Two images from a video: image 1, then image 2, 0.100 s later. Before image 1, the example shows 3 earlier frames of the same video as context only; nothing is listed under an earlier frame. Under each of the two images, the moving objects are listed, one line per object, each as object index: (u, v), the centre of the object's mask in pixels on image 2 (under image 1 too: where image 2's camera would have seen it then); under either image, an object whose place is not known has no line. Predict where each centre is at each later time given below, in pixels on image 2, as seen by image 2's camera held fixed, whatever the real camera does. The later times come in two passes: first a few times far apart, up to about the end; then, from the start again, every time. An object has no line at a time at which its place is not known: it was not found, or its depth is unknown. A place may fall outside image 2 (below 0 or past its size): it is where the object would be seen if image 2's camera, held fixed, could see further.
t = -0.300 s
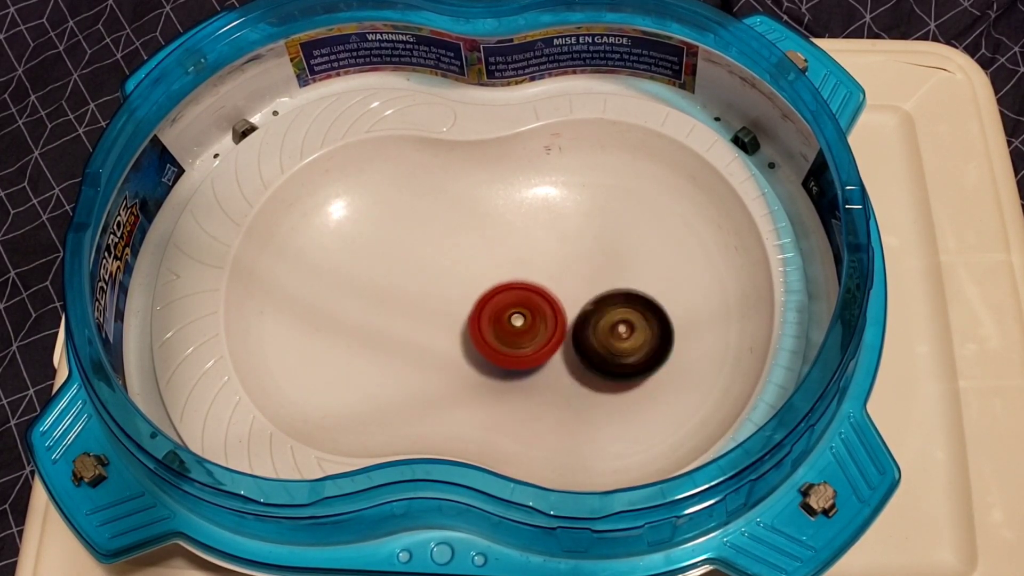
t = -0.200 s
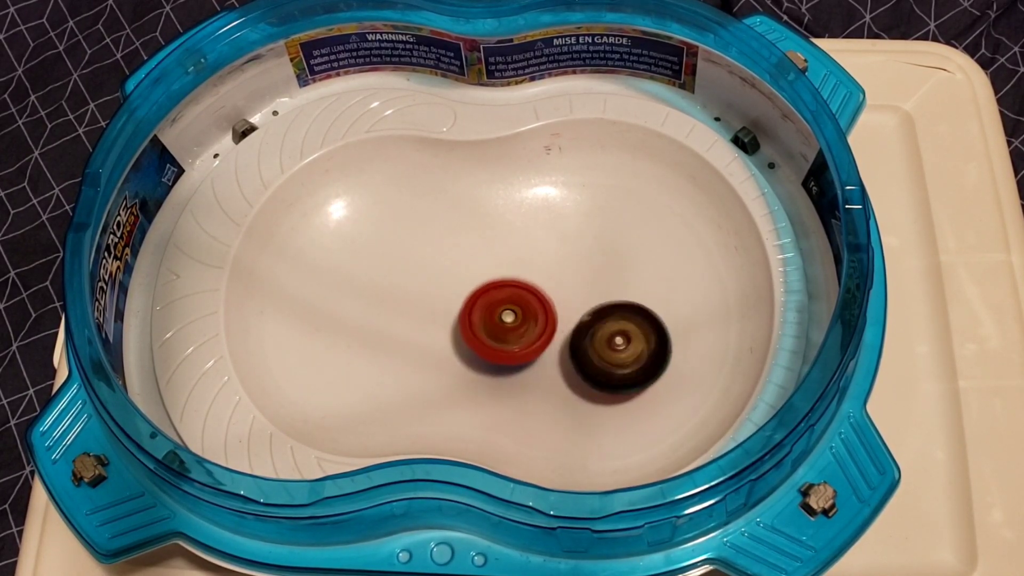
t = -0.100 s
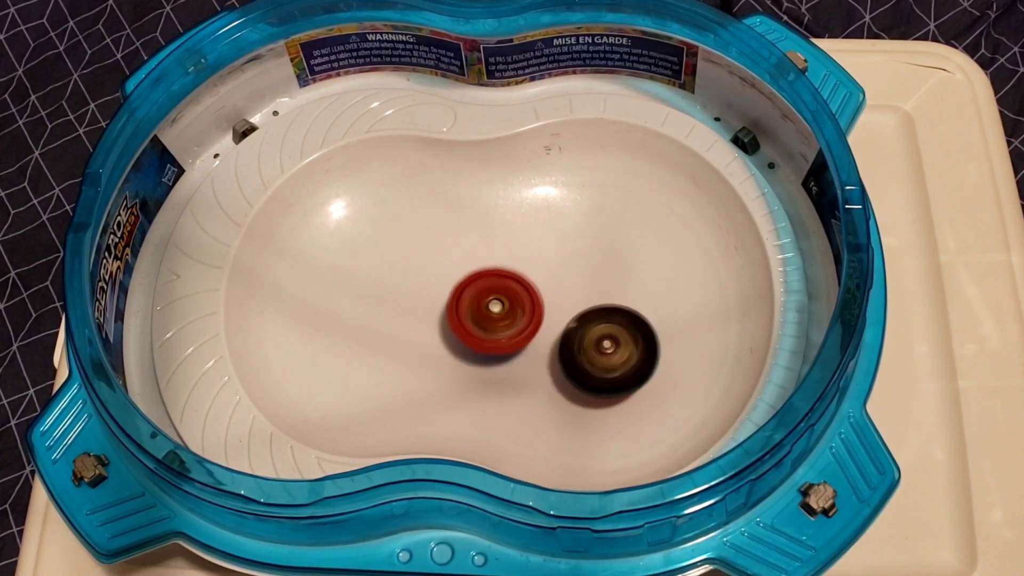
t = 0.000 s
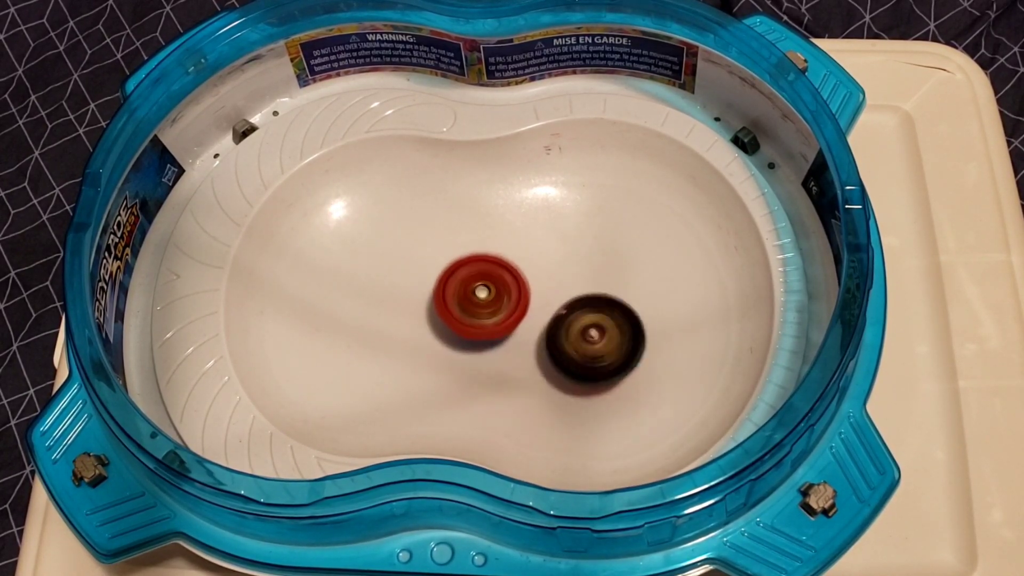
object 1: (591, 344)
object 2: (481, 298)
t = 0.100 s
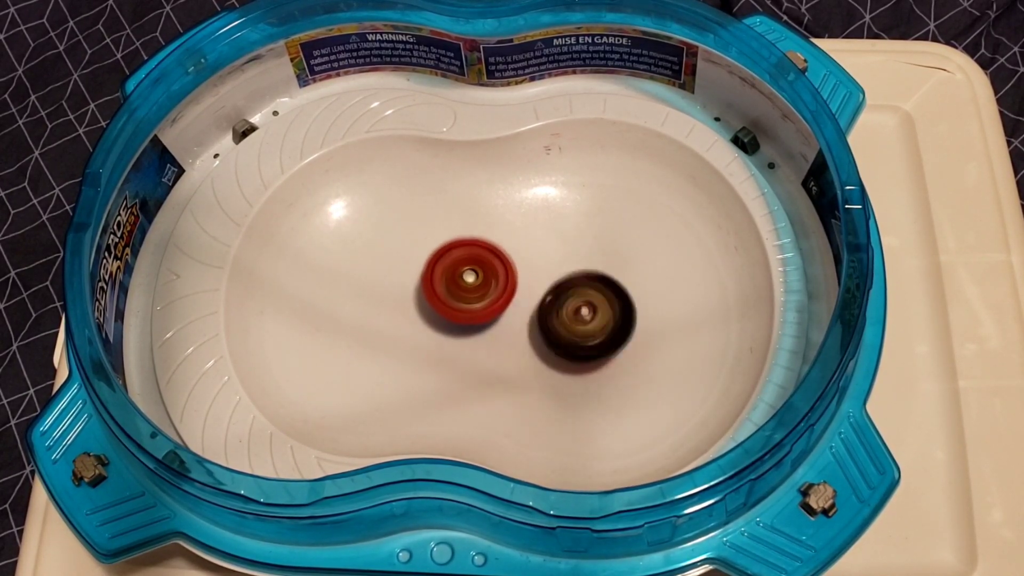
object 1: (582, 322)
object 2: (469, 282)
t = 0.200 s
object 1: (581, 296)
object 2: (456, 268)
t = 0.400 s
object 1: (599, 258)
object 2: (431, 250)
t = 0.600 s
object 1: (612, 265)
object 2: (416, 260)
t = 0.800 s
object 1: (590, 297)
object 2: (435, 296)
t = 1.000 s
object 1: (569, 307)
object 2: (478, 341)
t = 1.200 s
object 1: (605, 306)
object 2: (517, 377)
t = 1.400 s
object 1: (632, 316)
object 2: (575, 389)
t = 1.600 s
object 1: (650, 287)
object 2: (591, 378)
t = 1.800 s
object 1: (636, 260)
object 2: (583, 336)
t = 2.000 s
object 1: (604, 231)
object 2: (545, 304)
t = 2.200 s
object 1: (584, 219)
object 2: (494, 280)
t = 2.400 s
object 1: (576, 247)
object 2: (447, 261)
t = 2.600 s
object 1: (570, 309)
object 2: (409, 251)
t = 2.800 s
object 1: (561, 365)
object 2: (385, 261)
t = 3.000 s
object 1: (572, 379)
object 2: (382, 289)
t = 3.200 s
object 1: (601, 359)
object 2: (403, 323)
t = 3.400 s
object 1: (622, 320)
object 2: (456, 347)
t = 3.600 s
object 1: (619, 276)
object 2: (543, 345)
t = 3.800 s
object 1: (602, 234)
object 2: (613, 338)
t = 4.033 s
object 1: (580, 224)
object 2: (644, 297)
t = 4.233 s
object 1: (556, 241)
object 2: (640, 288)
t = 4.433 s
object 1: (527, 290)
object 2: (638, 316)
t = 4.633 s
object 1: (486, 357)
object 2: (598, 338)
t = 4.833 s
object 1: (421, 380)
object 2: (555, 346)
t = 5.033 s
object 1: (390, 345)
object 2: (537, 313)
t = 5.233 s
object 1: (411, 271)
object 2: (523, 258)
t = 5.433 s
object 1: (423, 216)
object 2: (547, 247)
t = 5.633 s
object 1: (439, 233)
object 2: (622, 288)
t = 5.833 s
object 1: (438, 293)
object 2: (673, 309)
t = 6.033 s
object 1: (436, 352)
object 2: (645, 320)
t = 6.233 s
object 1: (428, 365)
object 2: (560, 334)
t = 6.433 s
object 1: (425, 322)
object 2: (528, 317)
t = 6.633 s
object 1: (424, 268)
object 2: (543, 274)
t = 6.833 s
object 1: (444, 238)
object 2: (568, 260)
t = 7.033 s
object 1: (481, 252)
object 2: (612, 278)
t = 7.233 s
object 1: (517, 291)
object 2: (635, 299)
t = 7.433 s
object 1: (531, 324)
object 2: (651, 323)
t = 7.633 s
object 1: (531, 337)
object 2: (639, 326)
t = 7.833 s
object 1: (511, 326)
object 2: (620, 313)
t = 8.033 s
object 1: (489, 307)
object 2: (614, 292)
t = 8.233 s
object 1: (463, 296)
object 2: (617, 272)
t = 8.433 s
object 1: (455, 293)
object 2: (597, 268)
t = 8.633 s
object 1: (466, 295)
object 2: (573, 285)
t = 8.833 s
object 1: (449, 305)
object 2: (600, 309)
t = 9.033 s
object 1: (438, 318)
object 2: (623, 321)
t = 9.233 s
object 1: (448, 319)
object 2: (615, 317)
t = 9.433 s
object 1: (476, 301)
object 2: (587, 305)
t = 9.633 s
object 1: (482, 272)
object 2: (598, 297)
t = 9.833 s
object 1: (502, 259)
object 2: (610, 286)
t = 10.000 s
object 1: (516, 269)
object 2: (617, 292)
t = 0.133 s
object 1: (581, 313)
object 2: (465, 277)
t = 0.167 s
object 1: (580, 305)
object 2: (461, 272)
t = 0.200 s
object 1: (581, 296)
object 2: (456, 268)
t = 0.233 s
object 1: (582, 287)
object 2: (453, 263)
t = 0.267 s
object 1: (584, 279)
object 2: (448, 260)
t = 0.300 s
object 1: (587, 272)
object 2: (444, 256)
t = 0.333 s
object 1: (591, 266)
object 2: (439, 254)
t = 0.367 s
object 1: (595, 261)
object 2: (435, 251)
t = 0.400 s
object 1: (599, 258)
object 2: (431, 250)
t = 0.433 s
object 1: (602, 256)
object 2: (427, 250)
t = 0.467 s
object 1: (605, 255)
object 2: (423, 250)
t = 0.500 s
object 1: (608, 256)
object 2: (421, 251)
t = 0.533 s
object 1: (610, 258)
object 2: (418, 253)
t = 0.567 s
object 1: (612, 261)
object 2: (417, 256)
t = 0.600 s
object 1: (612, 265)
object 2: (416, 260)
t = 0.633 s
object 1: (612, 270)
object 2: (416, 266)
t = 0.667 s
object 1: (610, 275)
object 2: (418, 271)
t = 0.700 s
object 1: (606, 280)
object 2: (421, 277)
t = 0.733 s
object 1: (601, 286)
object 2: (424, 283)
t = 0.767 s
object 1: (596, 292)
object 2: (429, 290)
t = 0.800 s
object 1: (590, 297)
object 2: (435, 296)
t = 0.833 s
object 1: (584, 301)
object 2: (441, 304)
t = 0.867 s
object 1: (578, 304)
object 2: (449, 311)
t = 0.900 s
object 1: (571, 306)
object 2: (458, 318)
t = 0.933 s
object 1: (566, 308)
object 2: (469, 325)
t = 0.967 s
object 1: (568, 308)
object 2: (473, 334)
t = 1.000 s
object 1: (569, 307)
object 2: (478, 341)
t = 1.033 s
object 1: (572, 307)
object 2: (485, 347)
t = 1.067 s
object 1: (577, 305)
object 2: (490, 353)
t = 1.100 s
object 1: (584, 304)
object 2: (496, 360)
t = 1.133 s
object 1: (592, 303)
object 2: (502, 366)
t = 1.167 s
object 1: (598, 305)
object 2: (510, 372)
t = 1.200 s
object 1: (605, 306)
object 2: (517, 377)
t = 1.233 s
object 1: (611, 307)
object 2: (524, 382)
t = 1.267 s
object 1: (616, 308)
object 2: (532, 387)
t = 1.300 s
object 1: (622, 311)
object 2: (542, 390)
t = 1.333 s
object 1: (626, 313)
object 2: (551, 393)
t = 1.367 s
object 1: (629, 316)
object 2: (563, 393)
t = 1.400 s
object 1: (632, 316)
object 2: (575, 389)
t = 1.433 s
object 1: (635, 312)
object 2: (579, 388)
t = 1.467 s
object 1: (638, 308)
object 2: (586, 386)
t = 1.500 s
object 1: (642, 304)
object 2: (591, 383)
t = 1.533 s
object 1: (646, 298)
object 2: (589, 384)
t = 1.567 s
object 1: (648, 293)
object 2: (591, 382)
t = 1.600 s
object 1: (650, 287)
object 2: (591, 378)
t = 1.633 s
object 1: (651, 282)
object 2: (591, 373)
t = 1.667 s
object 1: (650, 278)
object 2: (590, 367)
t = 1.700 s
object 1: (649, 274)
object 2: (589, 360)
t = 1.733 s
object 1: (645, 271)
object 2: (586, 353)
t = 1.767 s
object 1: (641, 266)
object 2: (587, 344)
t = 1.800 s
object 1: (636, 260)
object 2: (583, 336)
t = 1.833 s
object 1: (631, 253)
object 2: (579, 328)
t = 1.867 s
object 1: (626, 248)
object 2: (574, 323)
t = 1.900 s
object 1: (622, 243)
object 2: (565, 318)
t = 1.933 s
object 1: (616, 238)
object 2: (558, 314)
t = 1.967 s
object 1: (610, 234)
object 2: (551, 309)
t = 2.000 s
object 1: (604, 231)
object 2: (545, 304)
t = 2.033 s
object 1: (599, 228)
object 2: (539, 298)
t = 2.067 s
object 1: (594, 226)
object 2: (533, 292)
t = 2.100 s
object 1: (590, 223)
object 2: (523, 287)
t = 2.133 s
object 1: (587, 220)
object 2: (512, 285)
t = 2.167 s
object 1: (586, 219)
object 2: (502, 283)
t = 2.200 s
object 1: (584, 219)
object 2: (494, 280)
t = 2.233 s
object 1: (583, 220)
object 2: (485, 276)
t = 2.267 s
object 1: (581, 221)
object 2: (477, 272)
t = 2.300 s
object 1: (580, 225)
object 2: (469, 269)
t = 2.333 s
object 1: (579, 232)
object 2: (461, 266)
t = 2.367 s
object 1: (578, 239)
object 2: (454, 263)
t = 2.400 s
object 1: (576, 247)
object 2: (447, 261)
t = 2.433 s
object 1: (575, 255)
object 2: (440, 258)
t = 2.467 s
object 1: (575, 265)
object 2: (433, 255)
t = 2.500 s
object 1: (574, 275)
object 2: (426, 253)
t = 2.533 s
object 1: (572, 287)
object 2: (419, 253)
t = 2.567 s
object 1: (571, 298)
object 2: (414, 252)
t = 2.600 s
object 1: (570, 309)
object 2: (409, 251)
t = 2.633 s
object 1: (568, 321)
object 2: (404, 251)
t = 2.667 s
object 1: (568, 332)
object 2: (398, 251)
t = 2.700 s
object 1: (566, 343)
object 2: (394, 253)
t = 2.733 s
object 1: (564, 351)
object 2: (390, 256)
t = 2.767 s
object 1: (562, 358)
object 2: (387, 259)
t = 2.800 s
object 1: (561, 365)
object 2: (385, 261)
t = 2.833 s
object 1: (561, 370)
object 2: (382, 265)
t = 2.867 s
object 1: (561, 373)
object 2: (381, 270)
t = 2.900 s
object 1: (562, 376)
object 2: (381, 275)
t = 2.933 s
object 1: (566, 378)
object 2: (381, 279)
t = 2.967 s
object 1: (569, 379)
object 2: (381, 284)
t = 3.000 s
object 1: (572, 379)
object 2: (382, 289)
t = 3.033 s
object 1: (575, 378)
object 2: (384, 295)
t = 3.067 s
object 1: (581, 375)
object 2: (387, 301)
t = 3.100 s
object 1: (586, 372)
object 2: (390, 306)
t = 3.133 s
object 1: (591, 369)
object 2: (393, 311)
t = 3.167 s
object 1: (596, 364)
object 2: (397, 317)
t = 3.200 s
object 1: (601, 359)
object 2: (403, 323)
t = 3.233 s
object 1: (606, 353)
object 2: (409, 328)
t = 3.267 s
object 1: (610, 347)
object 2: (416, 332)
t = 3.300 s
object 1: (613, 341)
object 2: (423, 337)
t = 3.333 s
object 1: (617, 334)
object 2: (433, 341)
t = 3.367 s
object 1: (620, 327)
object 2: (444, 345)
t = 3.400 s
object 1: (622, 320)
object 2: (456, 347)
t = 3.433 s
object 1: (622, 313)
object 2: (469, 348)
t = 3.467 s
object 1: (623, 305)
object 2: (482, 348)
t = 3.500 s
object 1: (623, 298)
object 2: (498, 349)
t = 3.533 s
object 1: (623, 291)
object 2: (514, 348)
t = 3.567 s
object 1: (620, 284)
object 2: (530, 345)
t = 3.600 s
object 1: (619, 276)
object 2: (543, 345)
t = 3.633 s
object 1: (617, 268)
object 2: (559, 343)
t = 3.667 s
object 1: (614, 261)
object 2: (574, 341)
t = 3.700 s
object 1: (610, 252)
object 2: (584, 340)
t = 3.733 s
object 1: (607, 245)
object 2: (594, 340)
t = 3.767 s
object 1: (604, 240)
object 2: (603, 340)
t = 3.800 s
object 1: (602, 234)
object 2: (613, 338)
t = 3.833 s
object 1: (598, 229)
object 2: (621, 334)
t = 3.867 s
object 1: (595, 225)
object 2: (628, 329)
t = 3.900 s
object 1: (592, 222)
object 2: (634, 323)
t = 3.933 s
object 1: (589, 222)
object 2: (640, 318)
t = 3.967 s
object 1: (586, 222)
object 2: (643, 310)
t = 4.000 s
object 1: (583, 222)
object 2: (644, 303)
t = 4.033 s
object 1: (580, 224)
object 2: (644, 297)
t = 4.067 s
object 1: (576, 228)
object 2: (644, 290)
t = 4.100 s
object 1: (571, 229)
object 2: (644, 289)
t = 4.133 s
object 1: (567, 231)
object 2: (644, 286)
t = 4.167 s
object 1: (564, 233)
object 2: (644, 286)
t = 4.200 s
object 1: (559, 236)
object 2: (643, 287)
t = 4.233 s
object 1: (556, 241)
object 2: (640, 288)
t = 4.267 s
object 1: (553, 246)
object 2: (640, 291)
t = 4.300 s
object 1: (547, 250)
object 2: (642, 299)
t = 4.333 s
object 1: (541, 259)
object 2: (642, 302)
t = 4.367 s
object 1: (537, 268)
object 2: (642, 307)
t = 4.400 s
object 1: (533, 278)
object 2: (640, 312)
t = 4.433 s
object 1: (527, 290)
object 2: (638, 316)
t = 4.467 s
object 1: (520, 301)
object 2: (633, 320)
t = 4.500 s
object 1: (514, 313)
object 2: (628, 325)
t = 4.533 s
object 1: (509, 326)
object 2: (622, 328)
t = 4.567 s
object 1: (501, 338)
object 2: (614, 332)
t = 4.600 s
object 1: (494, 348)
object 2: (605, 336)
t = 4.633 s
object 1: (486, 357)
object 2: (598, 338)
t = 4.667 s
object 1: (477, 366)
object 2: (589, 340)
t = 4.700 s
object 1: (465, 372)
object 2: (579, 343)
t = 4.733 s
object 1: (455, 375)
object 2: (573, 344)
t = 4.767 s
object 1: (444, 379)
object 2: (566, 345)
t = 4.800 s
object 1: (432, 380)
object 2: (559, 346)
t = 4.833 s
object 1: (421, 380)
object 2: (555, 346)
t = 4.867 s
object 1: (412, 379)
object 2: (551, 343)
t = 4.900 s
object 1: (403, 376)
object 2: (546, 339)
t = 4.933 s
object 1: (397, 370)
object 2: (545, 335)
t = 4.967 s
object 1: (394, 363)
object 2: (543, 328)
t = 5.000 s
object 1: (391, 355)
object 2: (539, 321)
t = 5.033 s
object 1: (390, 345)
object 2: (537, 313)
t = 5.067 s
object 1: (392, 333)
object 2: (534, 302)
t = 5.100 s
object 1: (394, 322)
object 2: (531, 293)
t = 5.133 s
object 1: (397, 309)
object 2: (530, 284)
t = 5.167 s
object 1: (402, 296)
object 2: (528, 274)
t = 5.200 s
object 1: (406, 284)
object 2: (525, 265)
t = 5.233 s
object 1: (411, 271)
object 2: (523, 258)
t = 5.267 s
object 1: (418, 258)
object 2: (521, 250)
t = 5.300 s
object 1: (421, 247)
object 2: (520, 246)
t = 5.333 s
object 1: (418, 237)
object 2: (527, 245)
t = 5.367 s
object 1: (419, 228)
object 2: (533, 243)
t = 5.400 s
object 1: (420, 222)
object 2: (539, 245)
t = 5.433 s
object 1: (423, 216)
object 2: (547, 247)
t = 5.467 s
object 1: (426, 214)
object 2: (556, 251)
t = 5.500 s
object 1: (429, 214)
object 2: (567, 260)
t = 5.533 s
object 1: (432, 216)
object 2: (581, 268)
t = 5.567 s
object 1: (435, 220)
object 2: (594, 275)
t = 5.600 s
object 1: (437, 226)
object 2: (608, 282)
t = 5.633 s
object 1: (439, 233)
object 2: (622, 288)
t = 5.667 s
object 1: (440, 241)
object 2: (633, 294)
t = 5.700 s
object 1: (440, 251)
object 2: (646, 299)
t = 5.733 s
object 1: (440, 260)
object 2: (657, 302)
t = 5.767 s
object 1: (440, 271)
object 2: (664, 306)
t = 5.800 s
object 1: (438, 282)
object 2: (670, 309)
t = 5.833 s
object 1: (438, 293)
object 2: (673, 309)
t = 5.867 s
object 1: (438, 305)
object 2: (673, 312)
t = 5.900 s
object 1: (437, 316)
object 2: (673, 313)
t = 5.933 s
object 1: (437, 326)
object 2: (669, 315)
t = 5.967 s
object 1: (438, 337)
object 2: (664, 317)
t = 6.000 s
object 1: (436, 345)
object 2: (656, 318)
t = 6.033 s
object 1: (436, 352)
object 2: (645, 320)
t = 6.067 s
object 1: (435, 359)
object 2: (632, 323)
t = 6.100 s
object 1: (433, 364)
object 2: (619, 324)
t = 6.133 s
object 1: (431, 367)
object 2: (603, 327)
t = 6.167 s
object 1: (430, 368)
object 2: (589, 330)
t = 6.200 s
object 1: (428, 368)
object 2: (574, 331)
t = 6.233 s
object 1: (428, 365)
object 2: (560, 334)
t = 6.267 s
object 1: (428, 362)
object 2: (548, 335)
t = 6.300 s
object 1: (431, 355)
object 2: (535, 334)
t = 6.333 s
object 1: (428, 348)
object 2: (532, 332)
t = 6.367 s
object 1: (426, 341)
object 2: (529, 328)
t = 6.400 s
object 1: (424, 332)
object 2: (528, 323)
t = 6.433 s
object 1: (425, 322)
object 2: (528, 317)
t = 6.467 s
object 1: (423, 313)
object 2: (529, 310)
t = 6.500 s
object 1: (423, 303)
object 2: (530, 302)
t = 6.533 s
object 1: (422, 294)
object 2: (533, 294)
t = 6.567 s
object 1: (422, 284)
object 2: (535, 287)
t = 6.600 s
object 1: (423, 275)
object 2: (540, 281)
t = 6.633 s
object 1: (424, 268)
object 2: (543, 274)
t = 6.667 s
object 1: (425, 260)
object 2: (547, 270)
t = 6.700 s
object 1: (428, 253)
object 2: (551, 265)
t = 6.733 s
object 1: (431, 248)
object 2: (554, 261)
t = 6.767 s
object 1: (435, 243)
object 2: (559, 260)
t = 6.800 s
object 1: (439, 240)
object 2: (563, 259)
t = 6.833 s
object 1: (444, 238)
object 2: (568, 260)
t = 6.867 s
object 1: (450, 236)
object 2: (575, 262)
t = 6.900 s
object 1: (455, 237)
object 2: (581, 264)
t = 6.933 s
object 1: (462, 239)
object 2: (589, 268)
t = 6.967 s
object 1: (468, 243)
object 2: (596, 271)
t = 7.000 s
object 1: (475, 247)
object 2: (603, 275)
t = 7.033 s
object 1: (481, 252)
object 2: (612, 278)
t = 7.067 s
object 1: (487, 258)
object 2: (617, 282)
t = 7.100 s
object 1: (493, 264)
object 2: (624, 286)
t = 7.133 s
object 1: (499, 271)
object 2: (628, 288)
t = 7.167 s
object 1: (504, 278)
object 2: (631, 292)
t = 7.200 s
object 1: (510, 284)
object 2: (635, 296)
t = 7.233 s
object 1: (517, 291)
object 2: (635, 299)
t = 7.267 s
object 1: (524, 297)
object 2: (635, 304)
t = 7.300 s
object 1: (531, 303)
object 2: (635, 307)
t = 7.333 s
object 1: (533, 309)
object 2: (638, 313)
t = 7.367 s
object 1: (532, 316)
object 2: (644, 319)
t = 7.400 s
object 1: (532, 321)
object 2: (647, 321)
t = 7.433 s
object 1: (531, 324)
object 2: (651, 323)
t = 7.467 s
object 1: (530, 329)
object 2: (653, 324)
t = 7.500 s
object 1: (530, 331)
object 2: (653, 326)
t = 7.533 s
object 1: (529, 334)
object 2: (652, 328)
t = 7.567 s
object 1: (529, 336)
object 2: (648, 326)
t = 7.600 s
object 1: (529, 337)
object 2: (645, 328)
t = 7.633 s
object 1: (531, 337)
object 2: (639, 326)
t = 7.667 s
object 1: (529, 336)
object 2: (635, 326)
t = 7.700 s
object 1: (525, 337)
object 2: (635, 326)
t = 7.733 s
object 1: (520, 334)
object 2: (631, 323)
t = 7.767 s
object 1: (515, 331)
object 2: (629, 320)
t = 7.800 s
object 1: (513, 330)
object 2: (625, 317)
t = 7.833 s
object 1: (511, 326)
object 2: (620, 313)
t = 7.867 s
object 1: (509, 323)
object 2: (615, 310)
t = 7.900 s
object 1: (508, 319)
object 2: (611, 308)
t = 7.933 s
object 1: (504, 317)
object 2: (609, 306)
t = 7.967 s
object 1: (500, 313)
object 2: (608, 300)
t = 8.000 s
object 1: (494, 310)
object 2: (613, 298)
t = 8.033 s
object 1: (489, 307)
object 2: (614, 292)
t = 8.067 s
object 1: (484, 305)
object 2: (616, 288)
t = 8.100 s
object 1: (478, 302)
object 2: (619, 285)
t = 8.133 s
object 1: (474, 301)
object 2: (618, 281)
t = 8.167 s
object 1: (470, 298)
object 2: (619, 277)
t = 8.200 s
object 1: (466, 297)
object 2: (618, 274)
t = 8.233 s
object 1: (463, 296)
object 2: (617, 272)
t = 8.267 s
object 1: (460, 295)
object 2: (615, 269)
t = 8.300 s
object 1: (458, 294)
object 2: (612, 269)
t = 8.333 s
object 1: (457, 294)
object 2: (610, 267)
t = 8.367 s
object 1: (455, 293)
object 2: (606, 268)
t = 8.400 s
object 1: (455, 293)
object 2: (602, 267)
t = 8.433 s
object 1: (455, 293)
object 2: (597, 268)
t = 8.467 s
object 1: (455, 293)
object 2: (594, 269)
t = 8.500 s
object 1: (456, 294)
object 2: (589, 272)
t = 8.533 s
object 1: (458, 293)
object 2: (585, 275)
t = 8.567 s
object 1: (460, 295)
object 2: (580, 278)
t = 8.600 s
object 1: (463, 294)
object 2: (577, 282)
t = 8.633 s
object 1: (466, 295)
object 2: (573, 285)
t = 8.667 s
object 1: (469, 295)
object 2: (571, 290)
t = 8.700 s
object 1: (464, 298)
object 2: (577, 297)
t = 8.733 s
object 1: (462, 300)
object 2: (582, 302)
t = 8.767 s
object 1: (457, 300)
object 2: (589, 304)
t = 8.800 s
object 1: (453, 302)
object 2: (595, 309)
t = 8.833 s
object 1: (449, 305)
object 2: (600, 309)
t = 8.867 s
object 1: (446, 307)
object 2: (605, 312)
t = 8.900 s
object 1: (443, 309)
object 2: (610, 314)
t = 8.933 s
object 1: (442, 312)
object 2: (613, 317)
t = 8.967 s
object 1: (440, 314)
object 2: (617, 318)
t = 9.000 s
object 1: (439, 316)
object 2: (620, 319)
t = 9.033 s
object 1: (438, 318)
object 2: (623, 321)
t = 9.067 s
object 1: (438, 319)
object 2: (624, 320)
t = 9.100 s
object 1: (439, 320)
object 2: (624, 321)
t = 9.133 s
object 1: (440, 320)
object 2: (624, 319)
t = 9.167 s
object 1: (442, 320)
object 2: (623, 320)
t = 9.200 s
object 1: (444, 319)
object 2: (620, 318)
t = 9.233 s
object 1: (448, 319)
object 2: (615, 317)
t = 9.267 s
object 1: (451, 317)
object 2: (613, 315)
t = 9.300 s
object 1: (455, 314)
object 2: (608, 315)
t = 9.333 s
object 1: (460, 312)
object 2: (602, 312)
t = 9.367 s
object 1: (465, 308)
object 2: (597, 309)
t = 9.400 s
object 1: (470, 305)
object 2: (593, 307)
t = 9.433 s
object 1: (476, 301)
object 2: (587, 305)
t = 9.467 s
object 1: (481, 297)
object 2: (583, 303)
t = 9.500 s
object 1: (479, 292)
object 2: (587, 304)
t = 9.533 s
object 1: (479, 288)
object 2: (590, 304)
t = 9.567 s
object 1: (480, 282)
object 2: (592, 300)
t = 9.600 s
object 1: (481, 278)
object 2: (596, 299)
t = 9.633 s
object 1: (482, 272)
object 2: (598, 297)
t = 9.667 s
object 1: (483, 269)
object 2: (601, 294)
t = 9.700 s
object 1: (486, 265)
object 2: (604, 292)
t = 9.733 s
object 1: (489, 263)
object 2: (606, 291)
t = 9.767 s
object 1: (493, 260)
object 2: (607, 288)
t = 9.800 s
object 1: (497, 260)
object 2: (609, 288)
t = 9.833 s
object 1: (502, 259)
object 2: (610, 286)
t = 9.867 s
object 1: (506, 261)
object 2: (610, 287)
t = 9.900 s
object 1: (511, 262)
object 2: (610, 285)
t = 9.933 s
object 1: (514, 264)
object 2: (613, 288)
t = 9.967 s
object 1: (515, 266)
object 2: (615, 290)
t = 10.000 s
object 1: (516, 269)
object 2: (617, 292)
